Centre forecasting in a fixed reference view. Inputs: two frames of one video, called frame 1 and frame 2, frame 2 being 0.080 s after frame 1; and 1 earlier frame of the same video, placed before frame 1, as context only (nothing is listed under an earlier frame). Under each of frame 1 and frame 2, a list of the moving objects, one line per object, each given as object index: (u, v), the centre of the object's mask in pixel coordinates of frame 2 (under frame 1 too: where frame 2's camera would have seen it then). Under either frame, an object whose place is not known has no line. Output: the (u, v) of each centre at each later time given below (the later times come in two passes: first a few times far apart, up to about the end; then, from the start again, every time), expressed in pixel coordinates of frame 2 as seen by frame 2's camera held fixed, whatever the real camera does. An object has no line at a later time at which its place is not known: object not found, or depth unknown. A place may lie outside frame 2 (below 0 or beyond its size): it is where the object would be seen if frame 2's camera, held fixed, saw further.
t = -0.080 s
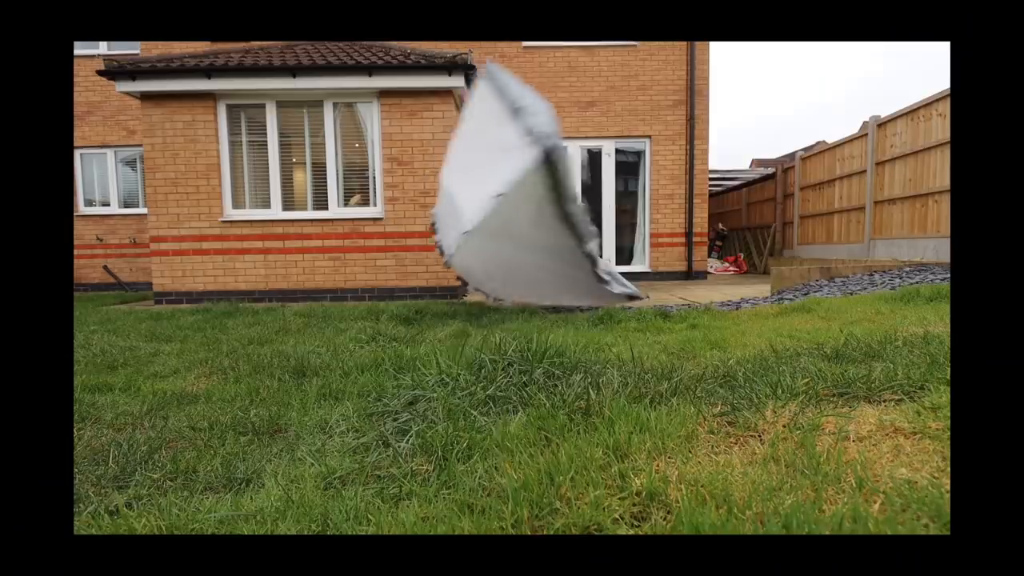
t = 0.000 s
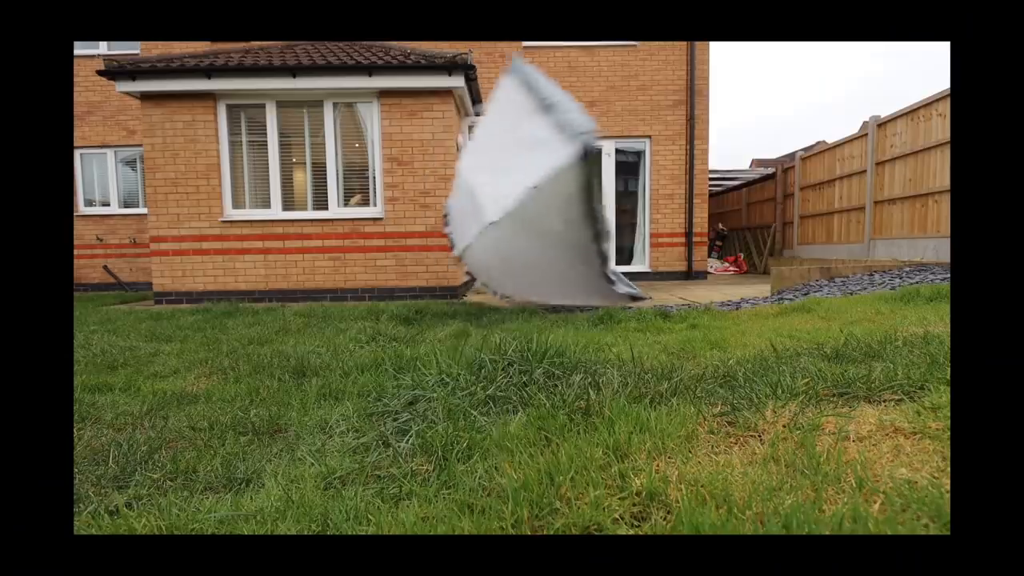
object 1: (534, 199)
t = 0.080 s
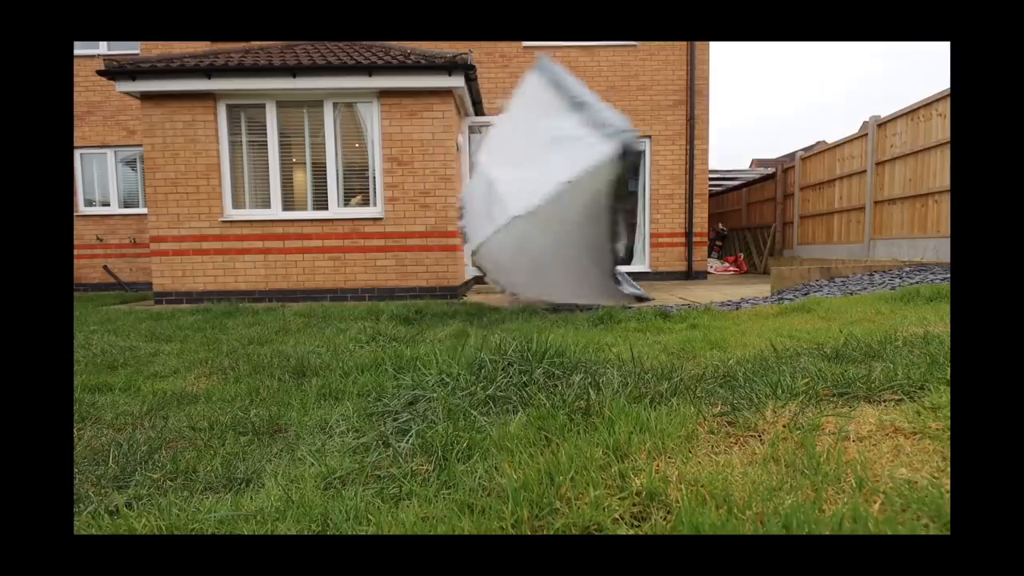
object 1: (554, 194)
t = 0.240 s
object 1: (592, 188)
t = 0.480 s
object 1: (647, 190)
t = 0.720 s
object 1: (675, 198)
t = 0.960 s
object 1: (690, 210)
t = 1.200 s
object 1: (691, 224)
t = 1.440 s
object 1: (699, 226)
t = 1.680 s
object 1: (709, 232)
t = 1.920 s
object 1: (709, 242)
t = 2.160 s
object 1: (709, 247)
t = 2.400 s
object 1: (708, 248)
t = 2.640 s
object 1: (708, 247)
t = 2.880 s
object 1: (708, 247)
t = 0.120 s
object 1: (563, 192)
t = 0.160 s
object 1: (572, 190)
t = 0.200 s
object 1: (581, 189)
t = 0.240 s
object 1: (592, 188)
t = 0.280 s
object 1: (602, 187)
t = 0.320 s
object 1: (612, 187)
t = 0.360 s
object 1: (621, 188)
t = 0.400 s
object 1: (630, 188)
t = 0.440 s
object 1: (639, 188)
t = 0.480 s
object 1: (647, 190)
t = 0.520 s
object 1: (653, 191)
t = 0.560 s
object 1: (659, 192)
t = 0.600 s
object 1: (663, 193)
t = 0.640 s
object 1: (667, 195)
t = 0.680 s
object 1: (671, 196)
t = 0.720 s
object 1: (675, 198)
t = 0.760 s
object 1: (679, 200)
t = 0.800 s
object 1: (682, 202)
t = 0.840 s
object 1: (685, 204)
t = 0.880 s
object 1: (687, 206)
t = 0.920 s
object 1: (689, 208)
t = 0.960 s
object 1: (690, 210)
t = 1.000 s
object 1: (691, 212)
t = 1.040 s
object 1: (692, 215)
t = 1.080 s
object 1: (691, 217)
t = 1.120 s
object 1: (691, 219)
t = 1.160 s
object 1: (691, 222)
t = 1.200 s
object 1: (691, 224)
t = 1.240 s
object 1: (691, 226)
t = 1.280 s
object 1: (692, 228)
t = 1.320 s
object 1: (693, 228)
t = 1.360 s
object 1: (695, 227)
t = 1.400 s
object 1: (697, 227)
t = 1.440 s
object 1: (699, 226)
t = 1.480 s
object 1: (701, 226)
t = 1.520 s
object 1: (703, 226)
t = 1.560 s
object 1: (706, 227)
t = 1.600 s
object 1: (708, 228)
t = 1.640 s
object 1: (708, 230)
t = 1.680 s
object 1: (709, 232)
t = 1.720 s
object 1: (708, 234)
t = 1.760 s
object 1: (709, 237)
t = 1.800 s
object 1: (709, 240)
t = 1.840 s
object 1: (708, 241)
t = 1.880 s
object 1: (709, 242)
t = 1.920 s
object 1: (709, 242)
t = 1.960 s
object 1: (709, 244)
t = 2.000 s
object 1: (709, 245)
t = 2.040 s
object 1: (709, 246)
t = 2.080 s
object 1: (710, 246)
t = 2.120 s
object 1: (709, 246)
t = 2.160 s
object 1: (709, 247)
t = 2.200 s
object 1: (708, 247)
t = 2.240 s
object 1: (708, 248)
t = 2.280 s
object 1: (708, 248)
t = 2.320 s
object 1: (708, 248)
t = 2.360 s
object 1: (708, 248)
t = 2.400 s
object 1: (708, 248)
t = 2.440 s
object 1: (708, 248)
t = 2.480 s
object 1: (708, 247)
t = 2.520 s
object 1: (708, 247)
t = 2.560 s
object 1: (708, 247)
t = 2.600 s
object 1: (708, 247)
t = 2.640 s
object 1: (708, 247)
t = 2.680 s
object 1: (708, 247)
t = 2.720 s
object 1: (708, 247)
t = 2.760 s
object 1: (708, 247)
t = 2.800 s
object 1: (708, 247)
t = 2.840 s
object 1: (708, 247)
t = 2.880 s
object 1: (708, 247)
